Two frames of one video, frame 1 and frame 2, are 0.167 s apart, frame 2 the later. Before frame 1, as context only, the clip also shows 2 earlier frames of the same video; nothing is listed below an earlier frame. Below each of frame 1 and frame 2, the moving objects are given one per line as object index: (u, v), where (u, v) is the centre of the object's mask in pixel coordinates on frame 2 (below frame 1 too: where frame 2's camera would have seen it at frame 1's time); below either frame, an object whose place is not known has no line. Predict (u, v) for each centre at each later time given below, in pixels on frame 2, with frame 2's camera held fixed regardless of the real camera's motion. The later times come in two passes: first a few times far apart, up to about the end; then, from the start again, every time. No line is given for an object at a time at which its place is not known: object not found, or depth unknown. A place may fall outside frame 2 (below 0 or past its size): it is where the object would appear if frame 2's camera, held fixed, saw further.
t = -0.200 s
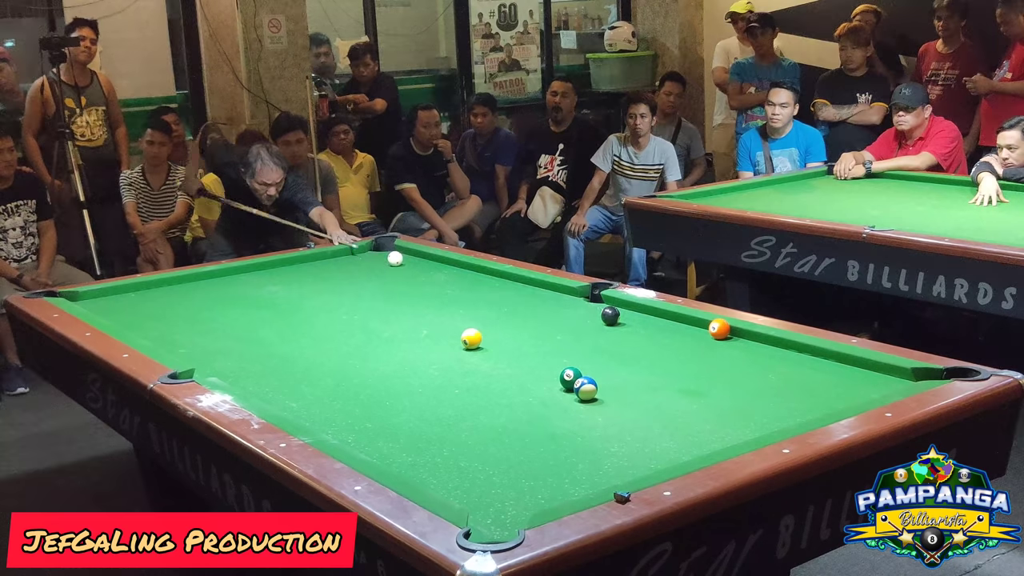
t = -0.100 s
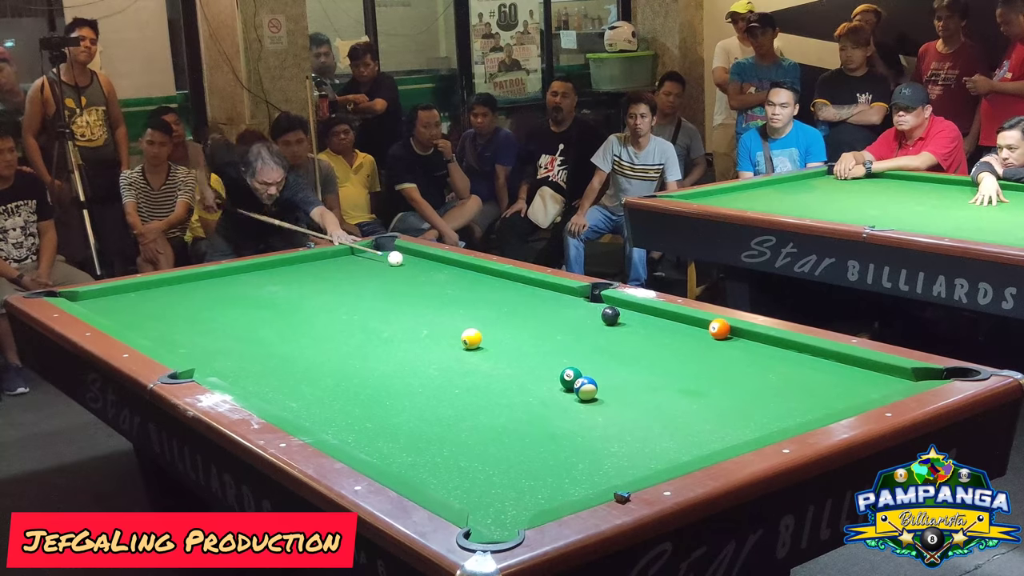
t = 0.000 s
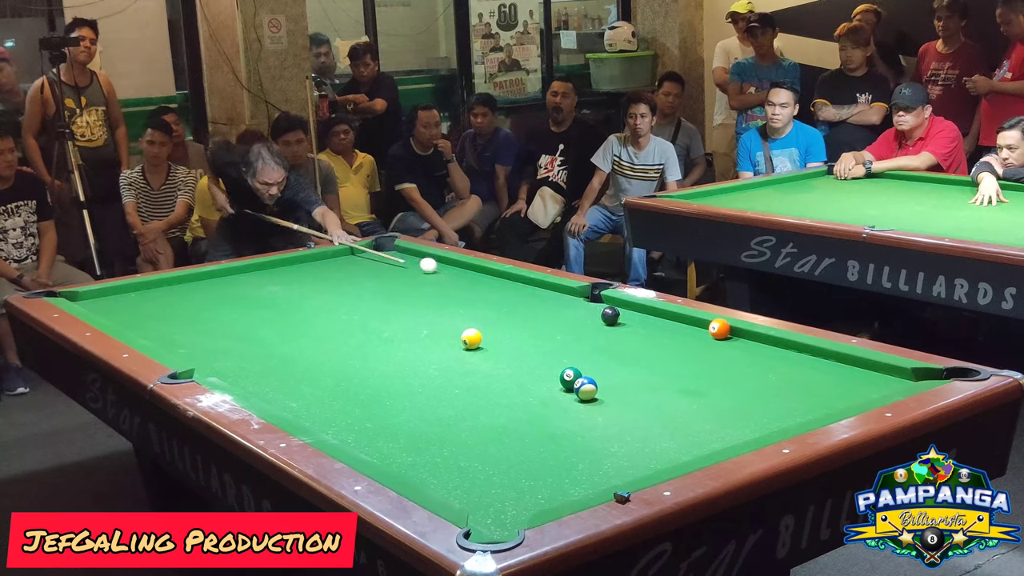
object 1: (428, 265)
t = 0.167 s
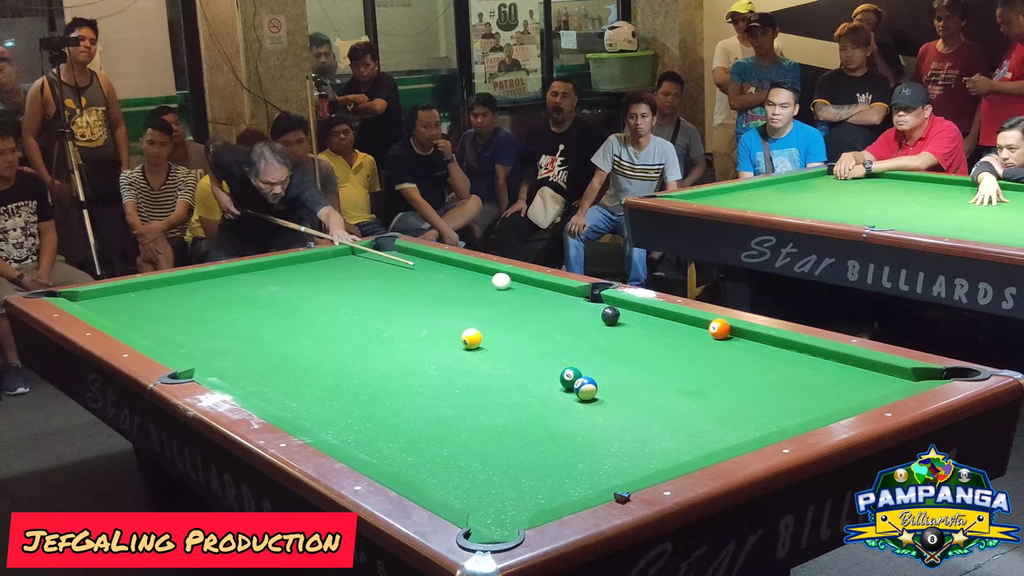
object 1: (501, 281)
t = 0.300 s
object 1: (563, 294)
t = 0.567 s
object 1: (704, 326)
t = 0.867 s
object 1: (729, 335)
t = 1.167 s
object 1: (767, 348)
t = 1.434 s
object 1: (801, 360)
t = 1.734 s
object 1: (839, 373)
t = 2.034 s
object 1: (878, 385)
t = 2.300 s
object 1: (867, 387)
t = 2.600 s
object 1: (834, 385)
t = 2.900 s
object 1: (807, 383)
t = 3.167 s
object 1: (787, 381)
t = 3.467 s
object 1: (769, 379)
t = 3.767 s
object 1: (753, 378)
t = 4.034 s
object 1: (743, 376)
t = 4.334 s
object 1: (734, 375)
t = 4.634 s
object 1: (729, 375)
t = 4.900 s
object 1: (726, 375)
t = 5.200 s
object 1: (726, 375)
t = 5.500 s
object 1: (727, 375)
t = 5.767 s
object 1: (727, 375)
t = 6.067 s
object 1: (727, 375)
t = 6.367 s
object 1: (727, 375)
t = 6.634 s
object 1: (727, 375)
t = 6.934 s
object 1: (727, 375)
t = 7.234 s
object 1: (727, 375)
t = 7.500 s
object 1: (727, 376)
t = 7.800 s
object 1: (727, 375)
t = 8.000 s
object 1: (727, 375)
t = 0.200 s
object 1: (516, 284)
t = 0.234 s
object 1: (531, 287)
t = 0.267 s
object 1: (547, 291)
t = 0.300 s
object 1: (563, 294)
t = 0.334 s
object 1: (580, 298)
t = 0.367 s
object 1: (597, 301)
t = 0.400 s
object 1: (616, 303)
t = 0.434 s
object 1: (633, 309)
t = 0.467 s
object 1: (652, 313)
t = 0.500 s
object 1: (671, 318)
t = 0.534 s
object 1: (691, 322)
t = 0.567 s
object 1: (704, 326)
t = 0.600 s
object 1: (704, 326)
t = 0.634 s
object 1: (705, 327)
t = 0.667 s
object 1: (707, 327)
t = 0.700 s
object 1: (709, 328)
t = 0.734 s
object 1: (713, 330)
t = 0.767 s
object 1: (717, 331)
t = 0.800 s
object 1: (721, 332)
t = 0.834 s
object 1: (725, 334)
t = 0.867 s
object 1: (729, 335)
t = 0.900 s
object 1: (734, 337)
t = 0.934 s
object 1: (738, 338)
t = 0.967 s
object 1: (742, 340)
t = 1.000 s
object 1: (746, 341)
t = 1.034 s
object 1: (750, 342)
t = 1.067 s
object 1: (754, 344)
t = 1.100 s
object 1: (758, 345)
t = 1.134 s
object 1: (763, 347)
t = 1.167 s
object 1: (767, 348)
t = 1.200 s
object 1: (771, 349)
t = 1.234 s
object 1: (775, 351)
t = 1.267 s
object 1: (780, 352)
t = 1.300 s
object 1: (784, 354)
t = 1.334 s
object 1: (788, 355)
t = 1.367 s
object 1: (792, 357)
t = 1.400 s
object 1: (796, 358)
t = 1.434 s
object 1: (801, 360)
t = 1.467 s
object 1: (805, 361)
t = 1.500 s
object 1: (809, 363)
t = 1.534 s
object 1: (814, 365)
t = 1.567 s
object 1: (818, 366)
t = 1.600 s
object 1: (822, 367)
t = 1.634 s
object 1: (826, 369)
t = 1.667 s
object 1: (831, 371)
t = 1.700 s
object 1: (835, 372)
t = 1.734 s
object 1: (839, 373)
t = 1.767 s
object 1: (844, 375)
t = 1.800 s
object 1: (848, 376)
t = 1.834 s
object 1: (853, 378)
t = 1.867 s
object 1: (857, 379)
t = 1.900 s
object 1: (861, 381)
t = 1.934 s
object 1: (866, 382)
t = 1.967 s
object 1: (870, 384)
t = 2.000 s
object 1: (874, 385)
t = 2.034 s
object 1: (878, 385)
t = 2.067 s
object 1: (882, 385)
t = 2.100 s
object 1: (885, 386)
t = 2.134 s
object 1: (884, 387)
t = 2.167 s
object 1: (880, 386)
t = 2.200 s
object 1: (877, 387)
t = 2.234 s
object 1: (874, 387)
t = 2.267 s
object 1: (870, 387)
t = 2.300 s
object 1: (867, 387)
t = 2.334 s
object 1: (863, 388)
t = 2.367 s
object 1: (860, 388)
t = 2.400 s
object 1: (854, 387)
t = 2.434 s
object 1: (851, 387)
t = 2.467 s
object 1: (847, 386)
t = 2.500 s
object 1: (844, 386)
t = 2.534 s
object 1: (841, 386)
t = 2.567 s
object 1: (837, 386)
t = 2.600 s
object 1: (834, 385)
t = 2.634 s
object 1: (831, 385)
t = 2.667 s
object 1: (828, 385)
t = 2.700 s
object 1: (825, 384)
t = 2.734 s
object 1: (822, 385)
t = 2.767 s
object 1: (819, 384)
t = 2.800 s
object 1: (816, 384)
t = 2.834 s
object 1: (813, 383)
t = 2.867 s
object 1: (810, 383)
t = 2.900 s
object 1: (807, 383)
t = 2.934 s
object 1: (805, 383)
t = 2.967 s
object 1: (802, 382)
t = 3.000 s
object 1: (800, 382)
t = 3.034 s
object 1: (797, 382)
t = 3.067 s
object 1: (794, 381)
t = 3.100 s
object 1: (792, 381)
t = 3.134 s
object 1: (789, 381)
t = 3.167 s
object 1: (787, 381)
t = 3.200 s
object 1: (785, 381)
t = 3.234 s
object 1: (782, 380)
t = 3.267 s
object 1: (780, 380)
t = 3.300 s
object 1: (778, 380)
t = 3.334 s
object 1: (776, 380)
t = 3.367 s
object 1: (774, 380)
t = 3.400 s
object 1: (773, 379)
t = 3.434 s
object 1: (771, 379)
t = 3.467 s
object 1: (769, 379)
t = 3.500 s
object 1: (767, 379)
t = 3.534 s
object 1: (765, 379)
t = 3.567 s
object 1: (763, 378)
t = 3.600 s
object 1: (762, 378)
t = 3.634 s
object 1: (760, 378)
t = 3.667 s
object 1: (758, 378)
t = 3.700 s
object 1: (757, 378)
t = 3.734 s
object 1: (755, 378)
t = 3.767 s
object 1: (753, 378)
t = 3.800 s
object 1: (752, 377)
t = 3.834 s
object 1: (751, 377)
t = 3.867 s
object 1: (749, 377)
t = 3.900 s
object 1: (748, 377)
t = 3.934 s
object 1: (746, 377)
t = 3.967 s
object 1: (745, 377)
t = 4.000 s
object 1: (744, 377)
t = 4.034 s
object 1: (743, 376)
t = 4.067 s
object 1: (741, 376)
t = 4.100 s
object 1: (741, 376)
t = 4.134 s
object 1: (739, 376)
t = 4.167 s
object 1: (738, 376)
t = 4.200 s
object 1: (737, 376)
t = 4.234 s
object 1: (736, 376)
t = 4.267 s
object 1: (735, 376)
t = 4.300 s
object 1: (734, 375)
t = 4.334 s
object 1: (734, 375)
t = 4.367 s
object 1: (733, 375)
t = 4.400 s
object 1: (732, 375)
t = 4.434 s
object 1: (731, 375)
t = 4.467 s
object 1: (731, 375)
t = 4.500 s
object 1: (730, 375)
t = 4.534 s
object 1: (729, 375)
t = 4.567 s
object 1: (729, 375)
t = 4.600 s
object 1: (729, 375)
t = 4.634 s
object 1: (729, 375)
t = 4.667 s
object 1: (728, 375)
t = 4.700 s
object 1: (728, 375)
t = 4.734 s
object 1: (727, 375)
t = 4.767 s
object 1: (727, 375)
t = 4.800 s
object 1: (727, 375)
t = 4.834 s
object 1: (726, 375)
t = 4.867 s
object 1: (726, 375)
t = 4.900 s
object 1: (726, 375)
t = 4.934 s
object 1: (726, 375)
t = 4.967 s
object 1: (726, 375)
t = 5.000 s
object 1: (726, 375)
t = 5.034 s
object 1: (726, 375)
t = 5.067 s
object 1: (726, 375)
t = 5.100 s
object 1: (726, 375)
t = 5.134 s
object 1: (726, 375)
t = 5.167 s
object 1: (726, 375)
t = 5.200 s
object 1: (726, 375)
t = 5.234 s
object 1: (727, 375)
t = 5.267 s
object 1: (727, 375)
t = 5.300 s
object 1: (727, 375)
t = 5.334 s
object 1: (727, 375)
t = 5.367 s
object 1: (727, 375)
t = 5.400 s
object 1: (727, 375)
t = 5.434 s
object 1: (727, 375)
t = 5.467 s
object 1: (727, 375)
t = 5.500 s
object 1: (727, 375)
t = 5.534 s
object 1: (727, 375)
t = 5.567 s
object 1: (727, 375)
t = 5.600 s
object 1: (727, 375)
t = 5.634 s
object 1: (727, 375)
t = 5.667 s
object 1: (727, 375)
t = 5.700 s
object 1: (727, 375)
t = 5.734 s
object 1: (727, 375)
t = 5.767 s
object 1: (727, 375)
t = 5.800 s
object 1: (727, 375)
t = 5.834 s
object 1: (727, 375)
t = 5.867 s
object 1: (727, 375)
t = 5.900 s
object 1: (727, 375)
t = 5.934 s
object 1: (727, 375)
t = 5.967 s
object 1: (727, 375)
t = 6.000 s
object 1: (727, 375)
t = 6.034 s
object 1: (727, 375)
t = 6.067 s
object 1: (727, 375)
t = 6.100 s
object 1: (727, 375)
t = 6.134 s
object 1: (727, 375)
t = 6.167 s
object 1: (727, 375)
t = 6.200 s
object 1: (727, 375)
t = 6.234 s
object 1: (727, 375)
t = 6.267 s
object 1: (727, 375)
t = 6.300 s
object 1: (727, 375)
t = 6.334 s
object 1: (727, 375)
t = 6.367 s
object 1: (727, 375)
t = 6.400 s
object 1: (727, 375)
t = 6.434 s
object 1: (727, 375)
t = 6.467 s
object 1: (727, 375)
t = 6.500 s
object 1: (727, 375)
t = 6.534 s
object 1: (727, 375)
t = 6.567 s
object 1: (727, 375)
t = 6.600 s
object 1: (727, 375)
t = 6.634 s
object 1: (727, 375)
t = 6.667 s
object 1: (727, 375)
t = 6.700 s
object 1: (727, 375)
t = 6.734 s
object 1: (727, 375)
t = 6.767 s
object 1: (727, 375)
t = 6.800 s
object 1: (727, 375)
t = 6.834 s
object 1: (727, 375)
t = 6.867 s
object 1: (727, 375)
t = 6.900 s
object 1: (727, 375)
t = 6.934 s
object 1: (727, 375)
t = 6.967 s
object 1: (727, 375)
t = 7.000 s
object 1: (727, 375)
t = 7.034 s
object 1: (727, 375)
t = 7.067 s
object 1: (727, 375)
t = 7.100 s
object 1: (727, 375)
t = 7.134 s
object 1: (727, 375)
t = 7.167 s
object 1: (727, 375)
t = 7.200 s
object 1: (727, 375)
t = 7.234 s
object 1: (727, 375)
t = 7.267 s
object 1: (727, 375)
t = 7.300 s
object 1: (727, 375)
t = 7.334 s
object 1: (727, 375)
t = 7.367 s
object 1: (727, 375)
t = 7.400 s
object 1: (727, 375)
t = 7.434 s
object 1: (727, 376)
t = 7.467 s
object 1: (727, 376)
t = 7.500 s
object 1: (727, 376)
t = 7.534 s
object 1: (727, 375)
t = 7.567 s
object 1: (727, 375)
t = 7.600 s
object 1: (727, 375)
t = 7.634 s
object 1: (727, 376)
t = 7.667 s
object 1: (727, 376)
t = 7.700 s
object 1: (727, 375)
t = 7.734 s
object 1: (727, 375)
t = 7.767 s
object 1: (727, 375)
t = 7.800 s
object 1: (727, 375)
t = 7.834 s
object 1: (727, 375)
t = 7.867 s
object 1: (727, 375)
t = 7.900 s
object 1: (727, 375)
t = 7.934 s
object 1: (727, 375)
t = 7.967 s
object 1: (727, 376)
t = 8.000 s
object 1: (727, 375)
